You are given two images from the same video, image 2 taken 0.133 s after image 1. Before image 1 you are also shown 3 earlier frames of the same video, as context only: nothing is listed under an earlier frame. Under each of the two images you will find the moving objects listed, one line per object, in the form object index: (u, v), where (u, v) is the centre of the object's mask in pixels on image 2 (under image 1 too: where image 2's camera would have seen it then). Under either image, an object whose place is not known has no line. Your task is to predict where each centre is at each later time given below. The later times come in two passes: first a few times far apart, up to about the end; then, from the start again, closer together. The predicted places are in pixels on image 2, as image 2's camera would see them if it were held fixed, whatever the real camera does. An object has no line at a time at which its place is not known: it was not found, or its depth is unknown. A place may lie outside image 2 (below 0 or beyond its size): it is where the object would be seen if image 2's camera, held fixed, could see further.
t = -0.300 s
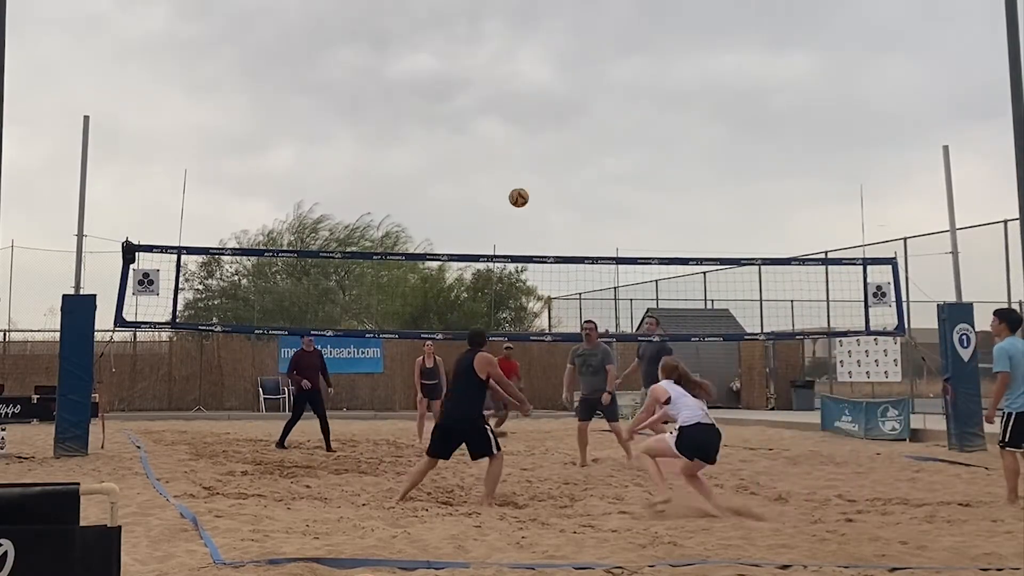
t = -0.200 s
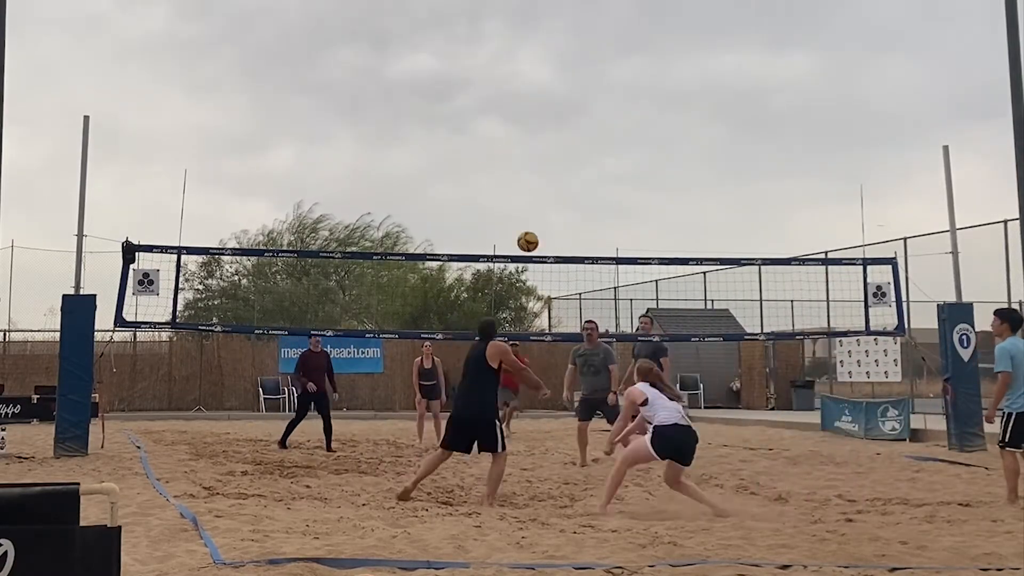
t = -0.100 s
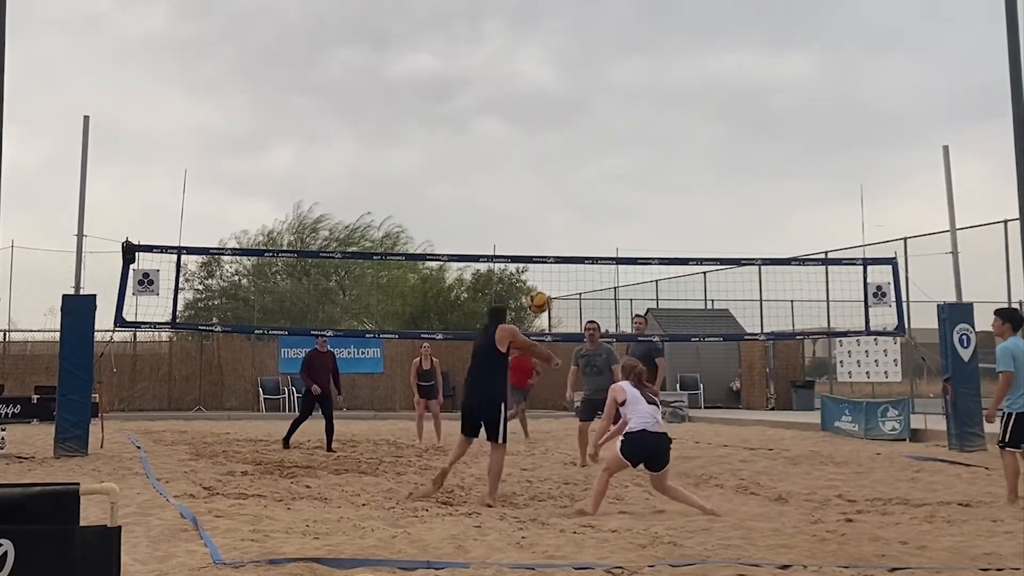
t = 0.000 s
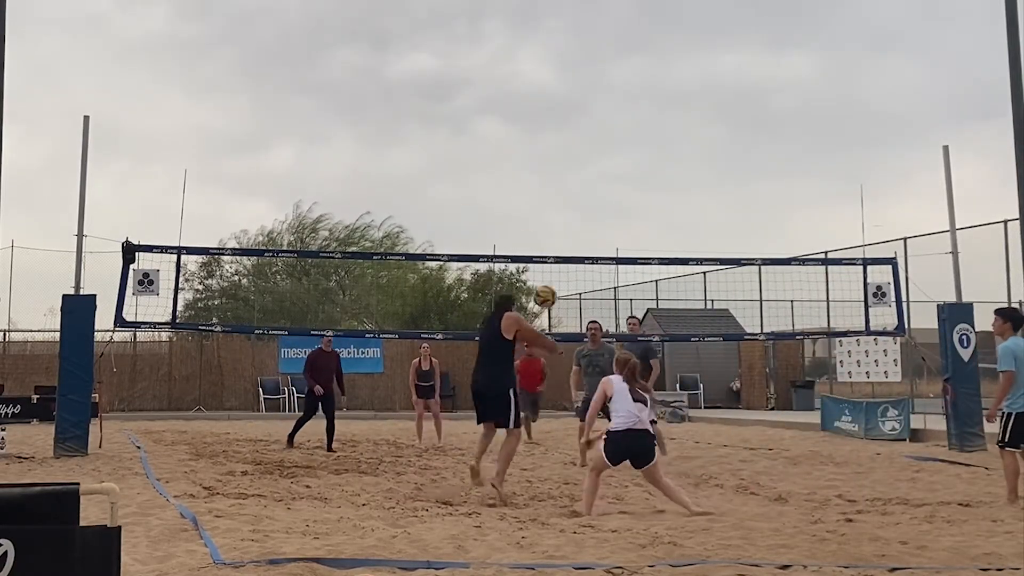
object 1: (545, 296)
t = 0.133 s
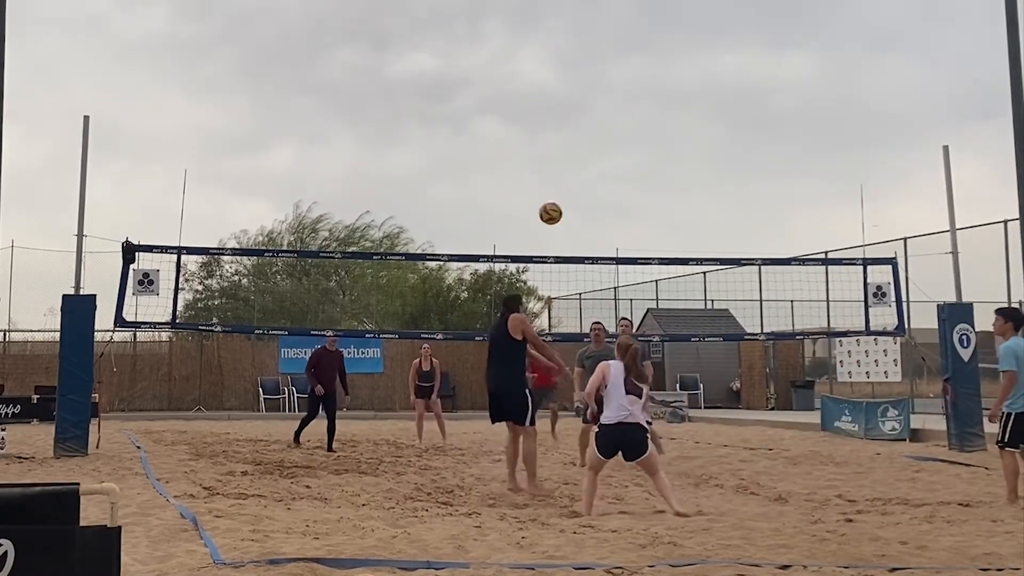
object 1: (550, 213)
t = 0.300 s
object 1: (559, 140)
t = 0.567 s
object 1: (574, 83)
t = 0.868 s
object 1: (594, 105)
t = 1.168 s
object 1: (617, 213)
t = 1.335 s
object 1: (631, 310)
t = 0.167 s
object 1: (552, 196)
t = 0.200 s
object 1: (553, 180)
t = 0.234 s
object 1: (555, 165)
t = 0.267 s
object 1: (557, 152)
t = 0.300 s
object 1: (559, 140)
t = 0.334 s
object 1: (560, 128)
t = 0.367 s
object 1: (563, 119)
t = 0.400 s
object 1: (564, 110)
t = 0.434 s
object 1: (566, 102)
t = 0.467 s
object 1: (568, 96)
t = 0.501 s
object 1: (570, 91)
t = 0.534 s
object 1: (572, 87)
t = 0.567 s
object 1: (574, 83)
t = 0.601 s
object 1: (577, 82)
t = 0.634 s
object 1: (579, 81)
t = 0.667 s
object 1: (581, 81)
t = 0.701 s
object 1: (583, 82)
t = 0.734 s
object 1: (585, 84)
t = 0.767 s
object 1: (587, 88)
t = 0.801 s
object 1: (590, 93)
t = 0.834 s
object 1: (592, 98)
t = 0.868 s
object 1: (594, 105)
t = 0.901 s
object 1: (597, 113)
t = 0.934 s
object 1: (599, 122)
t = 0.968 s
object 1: (601, 131)
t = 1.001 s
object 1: (604, 142)
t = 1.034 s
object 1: (607, 154)
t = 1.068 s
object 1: (609, 168)
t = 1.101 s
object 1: (612, 182)
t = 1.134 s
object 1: (614, 197)
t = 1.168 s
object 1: (617, 213)
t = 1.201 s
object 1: (620, 230)
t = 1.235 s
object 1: (623, 249)
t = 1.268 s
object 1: (625, 268)
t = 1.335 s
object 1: (631, 310)
